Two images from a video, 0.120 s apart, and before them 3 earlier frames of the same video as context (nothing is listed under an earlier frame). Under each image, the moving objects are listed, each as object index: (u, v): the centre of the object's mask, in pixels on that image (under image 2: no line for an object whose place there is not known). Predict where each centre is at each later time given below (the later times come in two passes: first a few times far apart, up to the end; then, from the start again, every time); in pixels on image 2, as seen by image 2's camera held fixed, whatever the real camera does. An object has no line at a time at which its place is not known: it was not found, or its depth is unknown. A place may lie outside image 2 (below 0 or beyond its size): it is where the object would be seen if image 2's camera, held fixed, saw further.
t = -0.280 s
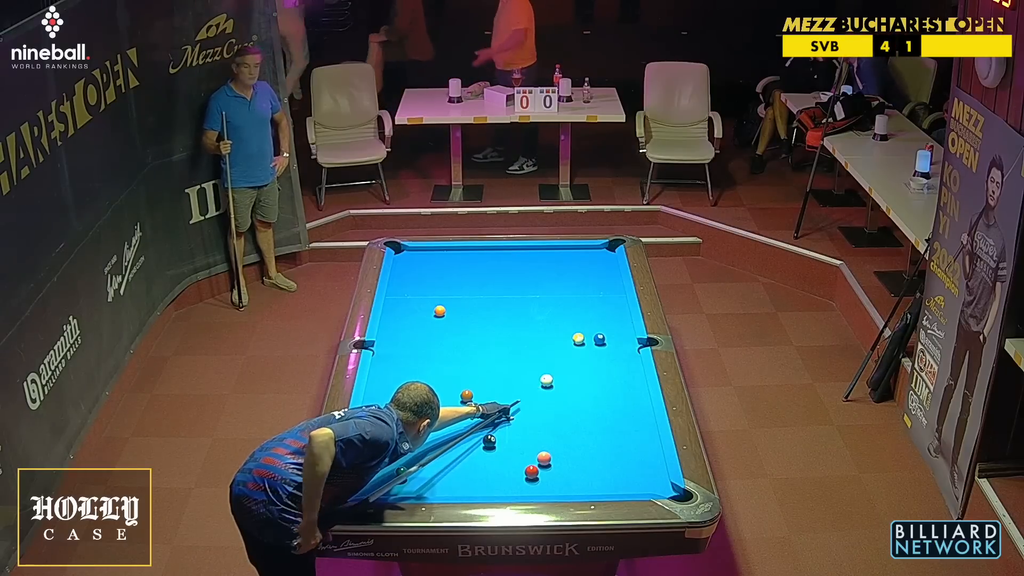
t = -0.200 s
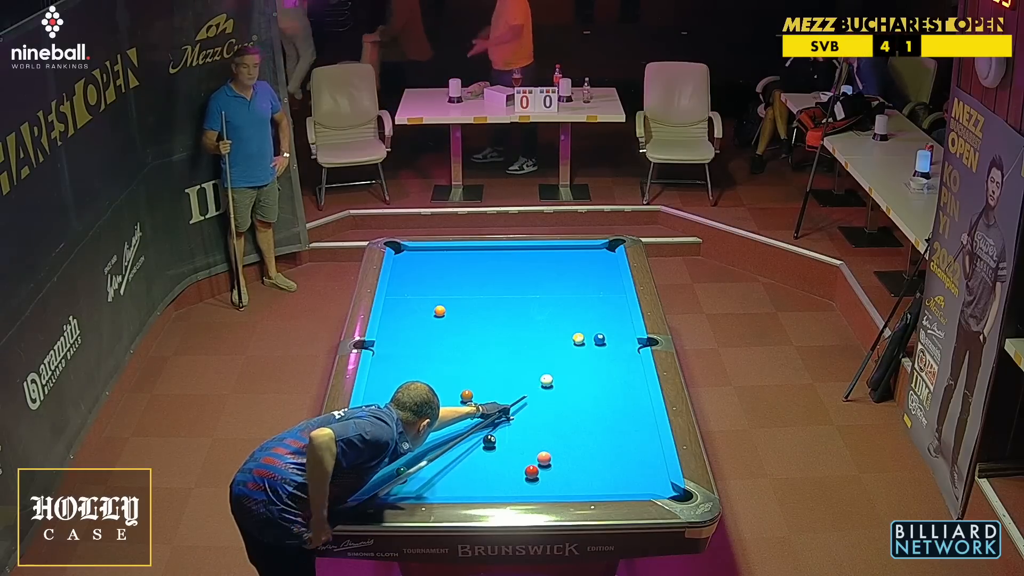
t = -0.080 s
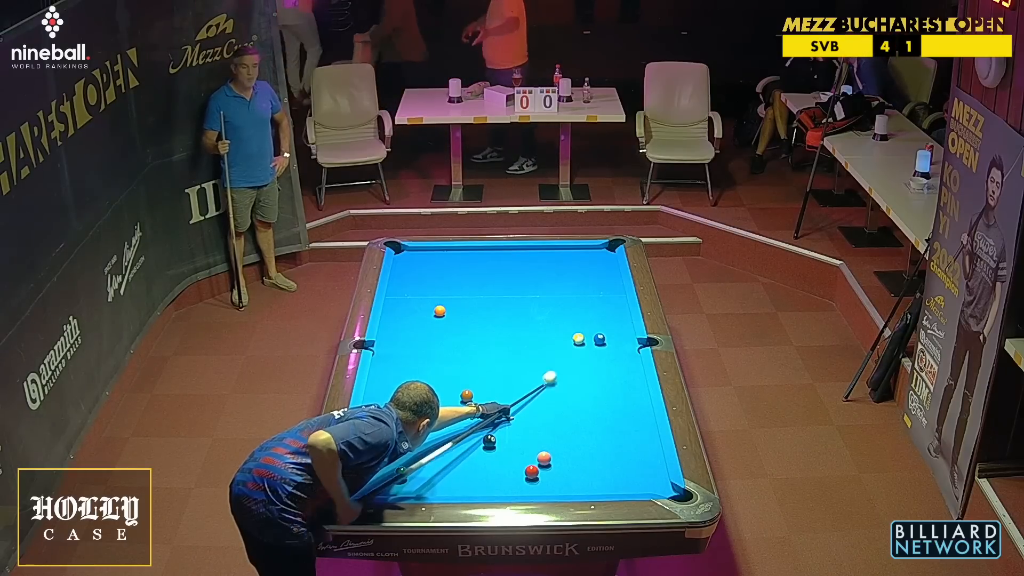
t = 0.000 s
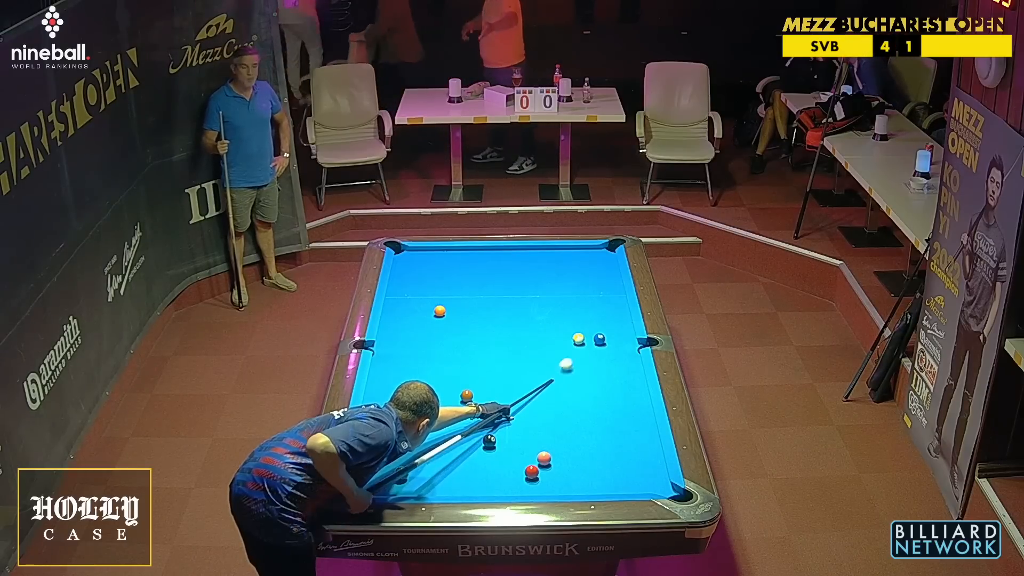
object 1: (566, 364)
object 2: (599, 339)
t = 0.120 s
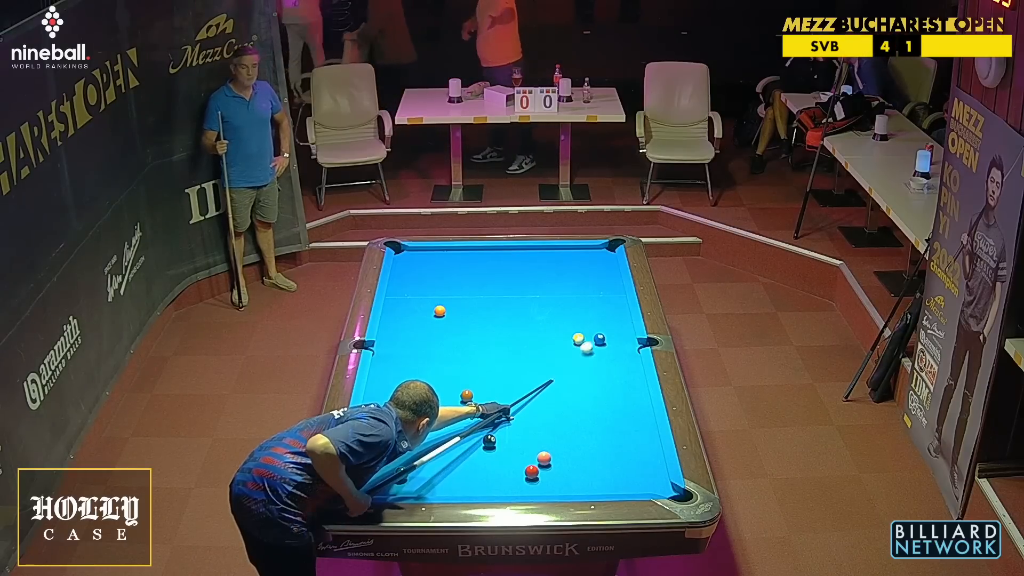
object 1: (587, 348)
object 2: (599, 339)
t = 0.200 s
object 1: (592, 343)
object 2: (606, 335)
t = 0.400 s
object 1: (589, 342)
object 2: (624, 319)
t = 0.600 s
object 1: (587, 342)
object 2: (609, 308)
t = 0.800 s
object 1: (587, 342)
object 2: (596, 299)
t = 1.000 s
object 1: (587, 342)
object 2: (584, 290)
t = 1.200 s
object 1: (587, 342)
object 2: (573, 281)
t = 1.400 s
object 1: (586, 341)
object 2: (562, 273)
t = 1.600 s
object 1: (586, 341)
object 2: (552, 265)
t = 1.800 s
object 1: (586, 341)
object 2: (543, 259)
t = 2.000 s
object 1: (587, 342)
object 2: (533, 252)
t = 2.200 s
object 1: (587, 342)
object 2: (526, 251)
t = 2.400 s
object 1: (587, 342)
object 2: (520, 254)
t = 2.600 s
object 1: (587, 342)
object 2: (514, 257)
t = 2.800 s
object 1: (587, 342)
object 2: (509, 260)
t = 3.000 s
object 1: (587, 342)
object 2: (504, 264)
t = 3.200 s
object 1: (587, 342)
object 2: (498, 266)
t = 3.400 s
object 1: (587, 342)
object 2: (494, 269)
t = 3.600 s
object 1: (587, 342)
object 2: (489, 271)
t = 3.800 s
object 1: (587, 342)
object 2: (485, 274)
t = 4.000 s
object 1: (586, 342)
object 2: (481, 275)
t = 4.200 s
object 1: (586, 342)
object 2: (478, 278)
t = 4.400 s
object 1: (586, 341)
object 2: (475, 279)
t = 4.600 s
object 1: (586, 341)
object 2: (473, 281)
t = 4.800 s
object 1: (586, 341)
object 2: (470, 282)
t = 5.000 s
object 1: (586, 341)
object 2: (468, 283)
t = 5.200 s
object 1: (586, 341)
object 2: (467, 285)
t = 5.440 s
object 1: (586, 341)
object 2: (465, 286)
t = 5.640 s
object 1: (586, 341)
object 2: (464, 286)
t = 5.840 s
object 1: (587, 342)
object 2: (463, 286)
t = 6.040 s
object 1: (587, 342)
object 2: (463, 286)
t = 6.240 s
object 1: (587, 342)
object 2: (463, 286)
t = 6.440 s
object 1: (586, 341)
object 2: (463, 286)
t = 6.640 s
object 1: (586, 341)
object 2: (463, 286)
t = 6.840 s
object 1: (587, 342)
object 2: (463, 286)
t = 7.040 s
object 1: (587, 342)
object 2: (463, 286)
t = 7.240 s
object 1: (587, 342)
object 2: (463, 286)
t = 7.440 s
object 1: (587, 342)
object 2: (463, 286)
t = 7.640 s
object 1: (587, 342)
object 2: (463, 286)
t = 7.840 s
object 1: (586, 341)
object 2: (463, 286)
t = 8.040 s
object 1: (587, 342)
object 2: (463, 286)
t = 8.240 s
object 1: (586, 341)
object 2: (464, 286)
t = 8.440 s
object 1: (587, 341)
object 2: (464, 286)
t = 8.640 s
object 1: (586, 341)
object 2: (464, 286)
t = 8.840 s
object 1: (586, 341)
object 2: (464, 286)
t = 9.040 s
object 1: (586, 341)
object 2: (464, 286)
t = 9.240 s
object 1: (586, 341)
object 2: (464, 286)
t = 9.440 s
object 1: (586, 341)
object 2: (464, 286)
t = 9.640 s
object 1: (586, 341)
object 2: (464, 286)
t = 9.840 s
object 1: (586, 341)
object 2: (464, 286)
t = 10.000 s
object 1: (586, 341)
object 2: (464, 286)
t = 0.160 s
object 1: (592, 343)
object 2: (600, 338)
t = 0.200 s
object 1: (592, 343)
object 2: (606, 335)
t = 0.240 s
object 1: (592, 343)
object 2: (611, 331)
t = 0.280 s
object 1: (591, 342)
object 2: (617, 327)
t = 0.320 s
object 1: (590, 342)
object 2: (621, 324)
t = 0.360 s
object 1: (590, 342)
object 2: (626, 321)
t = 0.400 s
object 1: (589, 342)
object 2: (624, 319)
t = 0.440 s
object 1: (589, 342)
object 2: (620, 316)
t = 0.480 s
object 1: (589, 342)
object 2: (617, 314)
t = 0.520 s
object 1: (588, 342)
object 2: (614, 313)
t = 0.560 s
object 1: (588, 342)
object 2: (611, 310)
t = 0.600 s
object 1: (587, 342)
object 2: (609, 308)
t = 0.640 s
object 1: (587, 342)
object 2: (606, 306)
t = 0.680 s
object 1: (587, 342)
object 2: (603, 304)
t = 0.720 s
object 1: (587, 342)
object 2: (601, 303)
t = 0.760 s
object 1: (587, 342)
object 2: (598, 301)
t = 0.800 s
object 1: (587, 342)
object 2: (596, 299)
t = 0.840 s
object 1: (587, 342)
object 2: (593, 297)
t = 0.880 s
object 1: (587, 342)
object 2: (591, 295)
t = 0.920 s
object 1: (587, 342)
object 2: (588, 293)
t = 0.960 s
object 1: (587, 342)
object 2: (586, 291)
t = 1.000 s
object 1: (587, 342)
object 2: (584, 290)
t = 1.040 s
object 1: (587, 342)
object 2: (582, 288)
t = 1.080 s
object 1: (587, 342)
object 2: (579, 286)
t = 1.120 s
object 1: (587, 342)
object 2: (577, 285)
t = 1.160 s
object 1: (587, 342)
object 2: (574, 283)
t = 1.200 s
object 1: (587, 342)
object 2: (573, 281)
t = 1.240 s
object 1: (587, 342)
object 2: (570, 279)
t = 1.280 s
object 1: (587, 341)
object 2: (568, 277)
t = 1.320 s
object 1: (587, 341)
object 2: (566, 276)
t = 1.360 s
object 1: (587, 341)
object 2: (564, 275)
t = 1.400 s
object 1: (586, 341)
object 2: (562, 273)
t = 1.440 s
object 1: (586, 341)
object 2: (560, 272)
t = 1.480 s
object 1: (586, 341)
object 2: (558, 270)
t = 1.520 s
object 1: (586, 341)
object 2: (556, 268)
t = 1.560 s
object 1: (586, 341)
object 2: (554, 267)
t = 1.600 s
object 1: (586, 341)
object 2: (552, 265)
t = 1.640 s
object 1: (586, 341)
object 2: (550, 264)
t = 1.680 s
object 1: (586, 341)
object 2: (548, 263)
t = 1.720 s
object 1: (586, 341)
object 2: (546, 261)
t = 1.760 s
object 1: (586, 341)
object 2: (544, 260)
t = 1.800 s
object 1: (586, 341)
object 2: (543, 259)
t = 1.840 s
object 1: (586, 341)
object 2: (541, 257)
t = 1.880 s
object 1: (587, 342)
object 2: (539, 256)
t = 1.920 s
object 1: (587, 342)
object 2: (537, 255)
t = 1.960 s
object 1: (587, 342)
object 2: (535, 253)
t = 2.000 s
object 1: (587, 342)
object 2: (533, 252)
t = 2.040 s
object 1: (587, 342)
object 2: (532, 251)
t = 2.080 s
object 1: (587, 342)
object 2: (530, 249)
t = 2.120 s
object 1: (587, 342)
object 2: (529, 249)
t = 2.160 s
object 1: (587, 342)
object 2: (527, 250)
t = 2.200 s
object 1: (587, 342)
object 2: (526, 251)
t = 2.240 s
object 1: (587, 342)
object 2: (525, 251)
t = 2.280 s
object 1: (587, 342)
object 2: (524, 252)
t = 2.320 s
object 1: (587, 342)
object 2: (523, 252)
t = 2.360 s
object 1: (587, 342)
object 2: (521, 253)
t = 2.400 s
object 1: (587, 342)
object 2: (520, 254)
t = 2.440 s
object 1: (587, 342)
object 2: (519, 254)
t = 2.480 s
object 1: (587, 342)
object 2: (518, 255)
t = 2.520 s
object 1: (587, 342)
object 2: (517, 256)
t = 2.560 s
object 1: (587, 342)
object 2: (516, 256)
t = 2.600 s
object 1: (587, 342)
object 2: (514, 257)
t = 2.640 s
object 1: (587, 342)
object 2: (513, 258)
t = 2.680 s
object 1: (587, 342)
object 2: (512, 259)
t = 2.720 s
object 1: (587, 342)
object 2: (511, 259)
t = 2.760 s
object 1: (587, 342)
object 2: (510, 260)
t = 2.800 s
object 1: (587, 342)
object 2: (509, 260)
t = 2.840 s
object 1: (587, 342)
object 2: (508, 261)
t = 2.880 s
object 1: (587, 342)
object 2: (507, 262)
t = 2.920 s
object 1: (587, 342)
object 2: (506, 262)
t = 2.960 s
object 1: (587, 342)
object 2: (504, 263)
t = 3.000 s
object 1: (587, 342)
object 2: (504, 264)
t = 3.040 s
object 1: (587, 342)
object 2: (502, 264)
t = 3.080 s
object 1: (587, 342)
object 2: (502, 264)
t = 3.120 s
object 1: (587, 342)
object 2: (500, 265)
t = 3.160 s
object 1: (587, 342)
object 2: (499, 265)
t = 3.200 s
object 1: (587, 342)
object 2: (498, 266)
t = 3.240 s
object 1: (587, 342)
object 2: (497, 267)
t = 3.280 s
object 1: (587, 342)
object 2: (496, 267)
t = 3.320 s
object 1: (587, 342)
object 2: (495, 268)
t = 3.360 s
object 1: (587, 342)
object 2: (494, 268)
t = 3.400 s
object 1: (587, 342)
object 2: (494, 269)
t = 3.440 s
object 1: (587, 342)
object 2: (493, 269)
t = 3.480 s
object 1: (587, 342)
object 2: (492, 270)
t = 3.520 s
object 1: (587, 342)
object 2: (491, 270)
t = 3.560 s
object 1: (587, 342)
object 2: (490, 271)
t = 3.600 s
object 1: (587, 342)
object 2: (489, 271)
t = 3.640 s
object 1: (587, 342)
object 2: (488, 272)
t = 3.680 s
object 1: (587, 342)
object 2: (488, 272)
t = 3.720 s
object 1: (587, 342)
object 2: (487, 273)
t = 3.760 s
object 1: (587, 342)
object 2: (486, 273)
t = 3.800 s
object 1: (587, 342)
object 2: (485, 274)
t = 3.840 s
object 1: (587, 342)
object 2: (484, 274)
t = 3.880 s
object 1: (587, 342)
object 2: (484, 274)
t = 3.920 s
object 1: (586, 342)
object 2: (483, 275)
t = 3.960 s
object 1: (586, 342)
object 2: (482, 275)
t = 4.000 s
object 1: (586, 342)
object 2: (481, 275)
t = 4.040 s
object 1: (586, 342)
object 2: (481, 276)
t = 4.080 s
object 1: (586, 342)
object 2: (480, 276)
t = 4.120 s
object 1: (586, 342)
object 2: (479, 277)
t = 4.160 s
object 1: (586, 342)
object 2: (479, 277)
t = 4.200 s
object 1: (586, 342)
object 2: (478, 278)
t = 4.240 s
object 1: (586, 341)
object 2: (478, 278)
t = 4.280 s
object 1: (586, 341)
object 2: (477, 278)
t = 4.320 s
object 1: (586, 342)
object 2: (476, 279)
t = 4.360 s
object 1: (586, 341)
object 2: (476, 279)
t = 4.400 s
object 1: (586, 341)
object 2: (475, 279)
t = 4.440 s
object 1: (586, 341)
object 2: (475, 280)
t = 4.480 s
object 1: (586, 341)
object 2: (474, 280)
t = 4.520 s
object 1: (586, 341)
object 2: (474, 280)
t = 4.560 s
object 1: (586, 341)
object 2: (473, 280)
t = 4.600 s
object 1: (586, 341)
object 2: (473, 281)
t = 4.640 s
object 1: (586, 341)
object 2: (472, 281)
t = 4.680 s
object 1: (586, 341)
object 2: (472, 281)
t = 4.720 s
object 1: (586, 341)
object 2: (471, 282)
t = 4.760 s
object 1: (586, 341)
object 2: (471, 282)
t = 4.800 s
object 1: (586, 341)
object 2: (470, 282)
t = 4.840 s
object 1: (586, 341)
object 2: (470, 283)
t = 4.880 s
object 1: (586, 341)
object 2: (469, 283)
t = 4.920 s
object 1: (586, 341)
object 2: (469, 283)
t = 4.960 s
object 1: (586, 341)
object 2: (469, 284)
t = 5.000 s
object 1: (586, 341)
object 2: (468, 283)
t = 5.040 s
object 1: (586, 341)
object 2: (468, 284)
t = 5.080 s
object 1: (586, 341)
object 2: (467, 284)
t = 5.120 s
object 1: (586, 341)
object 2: (467, 284)
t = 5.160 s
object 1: (586, 341)
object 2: (467, 284)
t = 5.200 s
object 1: (586, 341)
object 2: (467, 285)
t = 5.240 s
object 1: (586, 341)
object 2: (466, 285)
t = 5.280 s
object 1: (586, 341)
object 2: (466, 285)
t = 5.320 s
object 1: (586, 341)
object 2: (466, 285)
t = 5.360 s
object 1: (586, 341)
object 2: (465, 285)
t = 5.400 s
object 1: (587, 342)
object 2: (465, 285)
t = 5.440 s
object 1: (586, 341)
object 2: (465, 286)
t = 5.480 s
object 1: (586, 341)
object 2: (465, 286)
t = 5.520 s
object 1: (586, 341)
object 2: (464, 286)
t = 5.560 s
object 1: (586, 341)
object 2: (464, 286)
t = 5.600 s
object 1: (586, 341)
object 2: (464, 286)
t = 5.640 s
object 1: (586, 341)
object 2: (464, 286)
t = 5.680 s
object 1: (587, 342)
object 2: (464, 286)
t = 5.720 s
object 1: (587, 342)
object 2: (464, 286)
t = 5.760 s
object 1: (587, 342)
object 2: (464, 286)
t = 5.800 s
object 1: (587, 342)
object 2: (464, 286)
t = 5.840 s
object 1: (587, 342)
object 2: (463, 286)
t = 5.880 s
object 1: (587, 342)
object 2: (463, 286)
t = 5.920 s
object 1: (587, 342)
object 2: (463, 286)
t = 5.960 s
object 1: (587, 342)
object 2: (463, 286)
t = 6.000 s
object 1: (587, 342)
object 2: (463, 286)
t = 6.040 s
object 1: (587, 342)
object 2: (463, 286)
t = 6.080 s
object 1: (587, 342)
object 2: (463, 286)
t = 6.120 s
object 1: (587, 341)
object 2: (463, 286)
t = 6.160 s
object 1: (587, 342)
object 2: (463, 286)
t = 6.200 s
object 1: (587, 342)
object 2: (463, 286)
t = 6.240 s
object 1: (587, 342)
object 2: (463, 286)
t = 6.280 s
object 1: (587, 341)
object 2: (463, 286)
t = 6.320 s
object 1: (586, 341)
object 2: (463, 286)
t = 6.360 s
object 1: (586, 341)
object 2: (463, 286)
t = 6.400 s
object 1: (586, 341)
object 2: (463, 286)
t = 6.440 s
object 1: (586, 341)
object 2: (463, 286)
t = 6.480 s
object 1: (586, 341)
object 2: (463, 286)
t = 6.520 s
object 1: (586, 341)
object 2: (463, 286)
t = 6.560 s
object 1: (586, 341)
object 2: (463, 286)
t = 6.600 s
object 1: (586, 341)
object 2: (463, 286)
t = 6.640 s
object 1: (586, 341)
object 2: (463, 286)
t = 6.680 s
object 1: (586, 341)
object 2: (463, 286)
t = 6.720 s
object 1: (586, 341)
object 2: (463, 286)
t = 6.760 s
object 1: (587, 342)
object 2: (463, 286)
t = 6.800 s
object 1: (586, 341)
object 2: (463, 286)
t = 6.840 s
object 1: (587, 342)
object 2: (463, 286)
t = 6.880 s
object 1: (587, 342)
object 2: (463, 286)
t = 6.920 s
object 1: (587, 342)
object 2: (463, 286)
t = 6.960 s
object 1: (587, 342)
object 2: (463, 286)
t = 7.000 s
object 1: (586, 341)
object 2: (463, 286)
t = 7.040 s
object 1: (587, 342)
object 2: (463, 286)
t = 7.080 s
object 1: (587, 342)
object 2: (463, 286)
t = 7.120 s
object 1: (587, 342)
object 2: (463, 286)
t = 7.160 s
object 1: (587, 342)
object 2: (463, 286)
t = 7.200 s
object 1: (587, 342)
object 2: (463, 286)
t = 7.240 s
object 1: (587, 342)
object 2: (463, 286)
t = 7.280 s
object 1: (587, 341)
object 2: (463, 286)
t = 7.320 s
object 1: (587, 342)
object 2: (463, 286)
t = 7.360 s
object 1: (587, 341)
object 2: (463, 286)
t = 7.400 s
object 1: (586, 341)
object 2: (463, 286)
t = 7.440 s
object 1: (587, 342)
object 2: (463, 286)
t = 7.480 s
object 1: (587, 342)
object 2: (463, 286)
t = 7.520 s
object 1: (587, 342)
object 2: (463, 286)
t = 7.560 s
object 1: (587, 341)
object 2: (463, 286)
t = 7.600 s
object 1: (587, 342)
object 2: (463, 286)
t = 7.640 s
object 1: (587, 342)
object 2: (463, 286)
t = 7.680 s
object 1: (587, 342)
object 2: (463, 286)
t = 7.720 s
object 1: (587, 341)
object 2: (463, 286)
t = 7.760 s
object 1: (587, 342)
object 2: (463, 286)
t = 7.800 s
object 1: (587, 342)
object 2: (463, 286)
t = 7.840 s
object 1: (586, 341)
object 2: (463, 286)
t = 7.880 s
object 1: (587, 342)
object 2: (463, 286)
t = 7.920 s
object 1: (587, 341)
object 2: (463, 286)
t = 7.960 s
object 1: (586, 341)
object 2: (463, 286)
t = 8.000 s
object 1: (586, 341)
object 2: (463, 286)
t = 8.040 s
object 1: (587, 342)
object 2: (463, 286)
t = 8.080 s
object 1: (587, 341)
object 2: (463, 286)
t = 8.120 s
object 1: (587, 341)
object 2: (464, 286)
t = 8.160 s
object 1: (587, 342)
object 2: (463, 286)
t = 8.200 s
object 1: (587, 342)
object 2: (464, 286)
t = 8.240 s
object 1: (586, 341)
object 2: (464, 286)
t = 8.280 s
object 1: (587, 341)
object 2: (464, 286)
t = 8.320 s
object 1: (587, 342)
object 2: (463, 286)
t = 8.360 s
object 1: (586, 341)
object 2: (464, 286)
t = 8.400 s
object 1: (587, 342)
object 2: (464, 286)
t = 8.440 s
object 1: (587, 341)
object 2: (464, 286)
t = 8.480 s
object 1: (586, 341)
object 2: (464, 286)
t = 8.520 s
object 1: (587, 342)
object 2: (464, 286)
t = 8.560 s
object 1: (587, 342)
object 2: (464, 286)
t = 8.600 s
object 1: (586, 341)
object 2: (464, 286)
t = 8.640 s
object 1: (586, 341)
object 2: (464, 286)
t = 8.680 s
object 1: (586, 341)
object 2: (464, 286)
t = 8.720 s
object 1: (586, 341)
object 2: (464, 286)
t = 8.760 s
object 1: (586, 341)
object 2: (464, 286)
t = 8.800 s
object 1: (586, 341)
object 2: (464, 286)
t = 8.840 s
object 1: (586, 341)
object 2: (464, 286)
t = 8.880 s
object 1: (586, 341)
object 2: (464, 286)
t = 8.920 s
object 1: (586, 341)
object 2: (464, 286)
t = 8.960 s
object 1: (586, 341)
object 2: (464, 286)
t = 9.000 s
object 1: (586, 341)
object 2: (464, 286)
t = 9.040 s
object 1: (586, 341)
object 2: (464, 286)
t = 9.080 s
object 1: (586, 341)
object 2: (464, 286)
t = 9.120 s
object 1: (586, 341)
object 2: (464, 286)
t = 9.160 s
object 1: (586, 341)
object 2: (464, 286)
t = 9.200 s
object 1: (586, 341)
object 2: (464, 286)
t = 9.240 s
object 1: (586, 341)
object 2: (464, 286)
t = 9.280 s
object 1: (586, 341)
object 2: (464, 286)
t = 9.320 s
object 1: (586, 341)
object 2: (464, 286)
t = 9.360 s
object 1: (586, 341)
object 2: (464, 286)
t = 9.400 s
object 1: (586, 341)
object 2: (464, 286)
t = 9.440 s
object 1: (586, 341)
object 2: (464, 286)
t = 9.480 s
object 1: (587, 342)
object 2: (464, 286)
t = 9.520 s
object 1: (586, 341)
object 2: (464, 286)
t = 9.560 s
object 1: (586, 341)
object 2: (464, 286)
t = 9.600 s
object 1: (586, 341)
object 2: (464, 286)
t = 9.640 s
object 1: (586, 341)
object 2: (464, 286)
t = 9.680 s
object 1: (586, 341)
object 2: (464, 286)
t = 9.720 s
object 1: (586, 341)
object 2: (464, 286)
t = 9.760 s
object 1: (586, 341)
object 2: (464, 286)
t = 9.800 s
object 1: (586, 341)
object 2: (464, 286)
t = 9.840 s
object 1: (586, 341)
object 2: (464, 286)
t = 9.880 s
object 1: (587, 342)
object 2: (464, 286)
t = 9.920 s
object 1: (586, 341)
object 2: (464, 286)
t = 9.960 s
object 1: (586, 341)
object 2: (464, 286)
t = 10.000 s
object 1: (586, 341)
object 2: (464, 286)
